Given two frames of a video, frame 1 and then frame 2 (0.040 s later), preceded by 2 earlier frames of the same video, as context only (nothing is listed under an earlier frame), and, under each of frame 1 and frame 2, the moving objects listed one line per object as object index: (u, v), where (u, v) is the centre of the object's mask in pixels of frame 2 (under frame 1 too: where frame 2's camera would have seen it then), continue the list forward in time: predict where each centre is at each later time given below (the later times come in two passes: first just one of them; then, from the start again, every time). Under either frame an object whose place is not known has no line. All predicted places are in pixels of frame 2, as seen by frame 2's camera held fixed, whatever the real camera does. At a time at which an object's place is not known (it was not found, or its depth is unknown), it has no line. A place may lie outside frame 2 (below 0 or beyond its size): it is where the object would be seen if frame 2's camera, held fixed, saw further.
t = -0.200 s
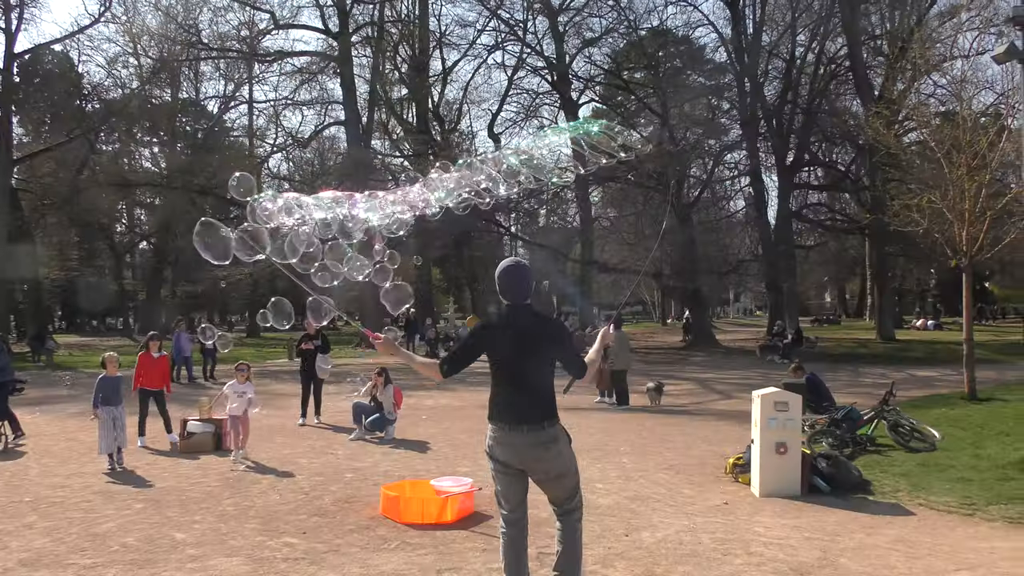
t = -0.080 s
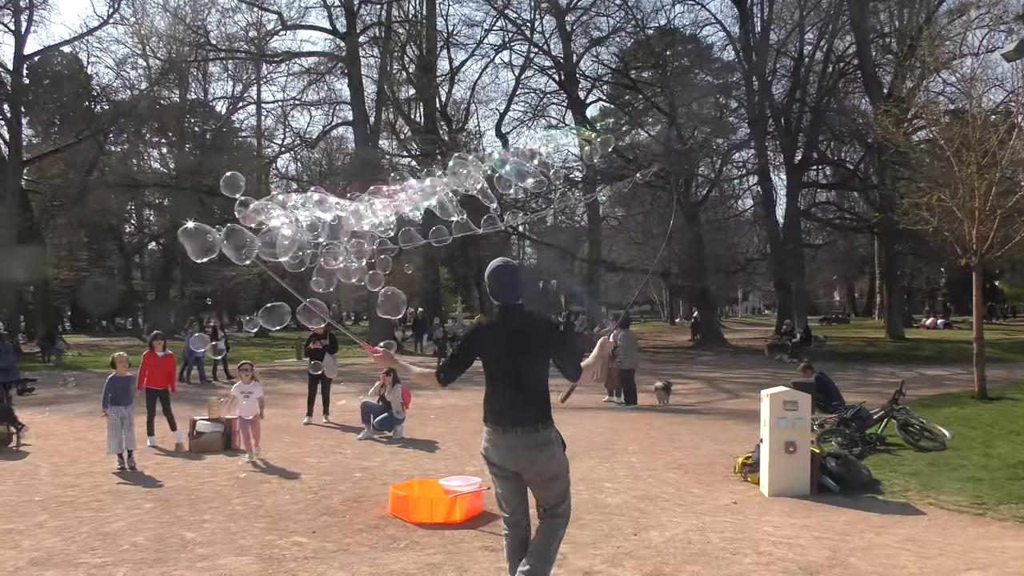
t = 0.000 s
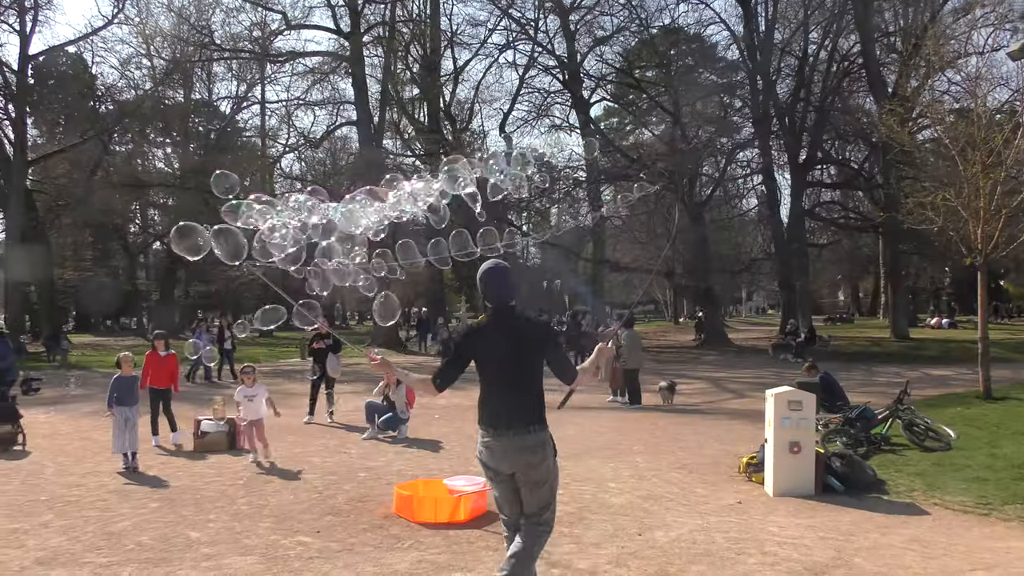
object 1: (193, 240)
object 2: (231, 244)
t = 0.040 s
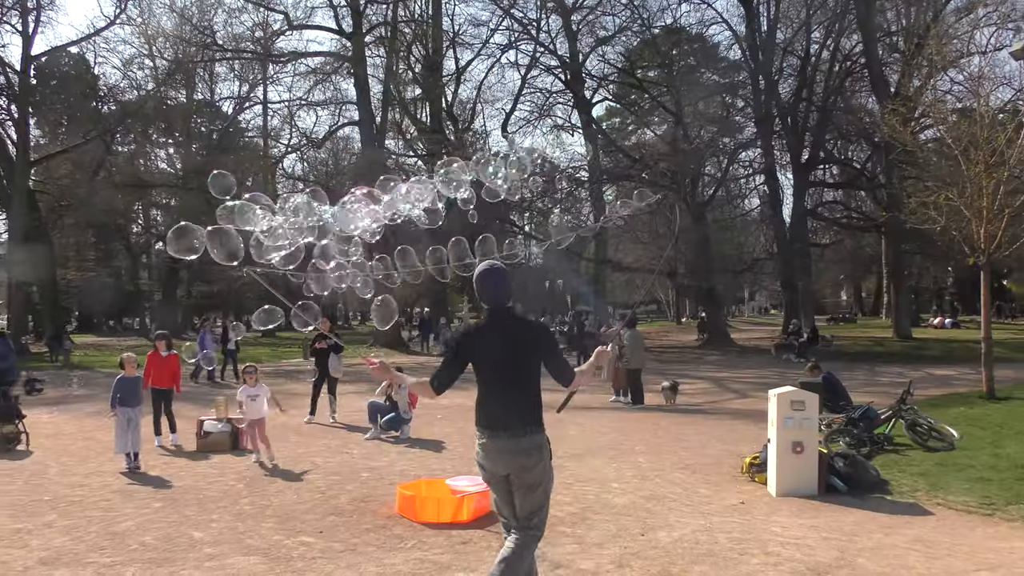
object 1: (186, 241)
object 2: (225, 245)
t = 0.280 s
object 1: (145, 244)
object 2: (183, 250)
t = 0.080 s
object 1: (179, 242)
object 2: (218, 245)
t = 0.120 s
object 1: (172, 242)
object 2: (211, 246)
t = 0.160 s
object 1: (165, 243)
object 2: (204, 247)
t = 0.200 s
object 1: (158, 243)
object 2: (197, 247)
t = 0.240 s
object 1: (151, 243)
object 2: (190, 248)
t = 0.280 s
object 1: (145, 244)
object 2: (183, 250)
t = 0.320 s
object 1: (138, 245)
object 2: (177, 250)
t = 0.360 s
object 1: (131, 246)
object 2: (170, 251)
